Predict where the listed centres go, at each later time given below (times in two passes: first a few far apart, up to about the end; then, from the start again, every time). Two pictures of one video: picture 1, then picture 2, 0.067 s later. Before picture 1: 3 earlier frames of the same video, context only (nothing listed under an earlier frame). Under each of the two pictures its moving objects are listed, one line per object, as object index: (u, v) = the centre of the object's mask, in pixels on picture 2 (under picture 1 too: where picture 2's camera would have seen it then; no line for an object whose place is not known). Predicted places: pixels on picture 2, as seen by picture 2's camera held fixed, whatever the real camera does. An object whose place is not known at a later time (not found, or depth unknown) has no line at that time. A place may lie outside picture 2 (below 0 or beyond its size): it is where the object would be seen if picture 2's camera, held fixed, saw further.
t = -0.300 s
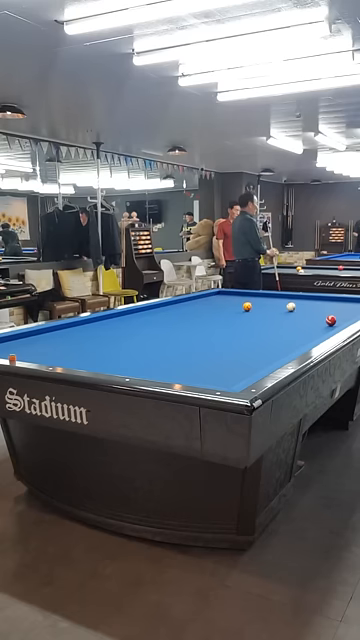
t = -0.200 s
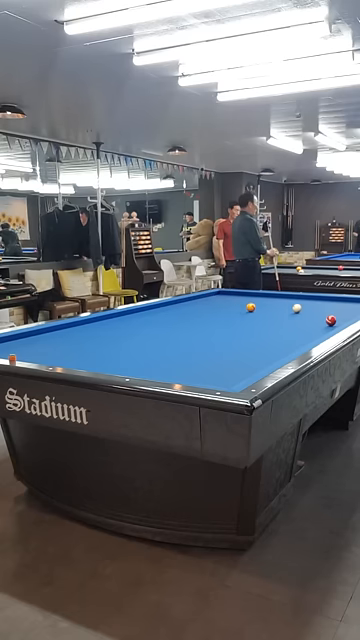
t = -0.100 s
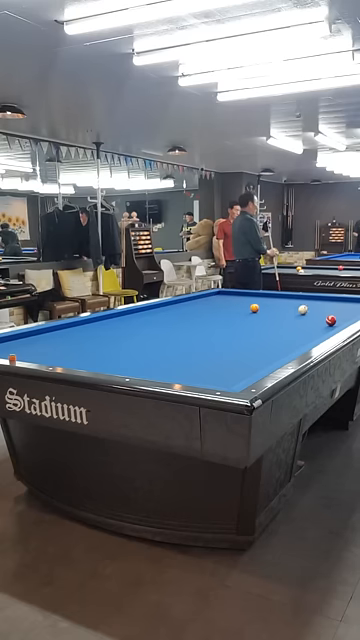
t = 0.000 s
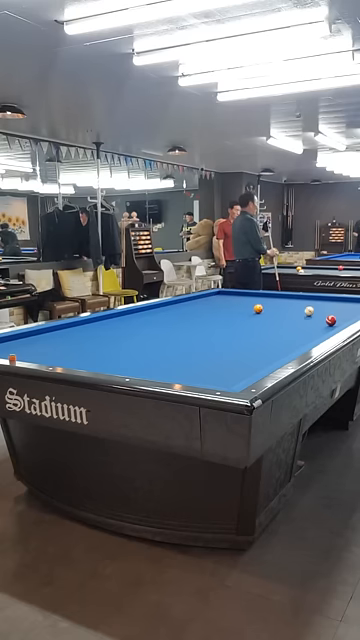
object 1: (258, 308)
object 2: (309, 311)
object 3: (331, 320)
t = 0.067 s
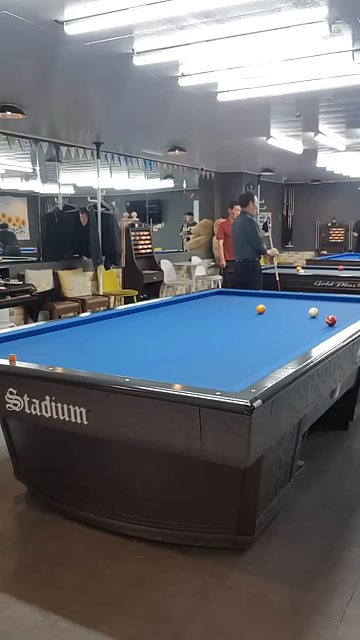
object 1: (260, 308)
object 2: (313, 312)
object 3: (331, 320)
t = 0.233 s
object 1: (266, 309)
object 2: (323, 314)
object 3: (330, 320)
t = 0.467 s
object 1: (275, 311)
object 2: (340, 318)
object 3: (331, 320)
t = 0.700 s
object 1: (284, 313)
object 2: (341, 320)
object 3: (323, 320)
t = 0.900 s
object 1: (292, 314)
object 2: (340, 322)
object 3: (310, 320)
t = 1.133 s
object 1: (301, 315)
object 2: (335, 324)
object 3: (294, 320)
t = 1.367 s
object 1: (310, 317)
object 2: (330, 326)
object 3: (280, 319)
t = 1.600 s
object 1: (318, 319)
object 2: (326, 328)
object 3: (266, 319)
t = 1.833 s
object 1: (327, 321)
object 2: (321, 330)
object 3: (253, 319)
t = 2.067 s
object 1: (336, 322)
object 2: (315, 332)
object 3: (240, 319)
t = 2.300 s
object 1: (335, 323)
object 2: (310, 334)
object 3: (228, 319)
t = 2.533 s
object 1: (328, 323)
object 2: (305, 336)
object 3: (216, 319)
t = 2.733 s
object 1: (323, 323)
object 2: (301, 338)
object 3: (207, 319)
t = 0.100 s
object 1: (261, 308)
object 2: (315, 312)
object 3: (331, 320)
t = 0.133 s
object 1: (263, 308)
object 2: (317, 313)
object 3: (331, 320)
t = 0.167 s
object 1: (264, 309)
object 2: (320, 313)
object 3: (331, 320)
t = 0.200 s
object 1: (265, 309)
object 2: (322, 314)
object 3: (331, 320)
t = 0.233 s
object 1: (266, 309)
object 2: (323, 314)
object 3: (330, 320)
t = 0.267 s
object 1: (268, 309)
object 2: (326, 314)
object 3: (331, 320)
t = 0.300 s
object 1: (269, 310)
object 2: (328, 313)
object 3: (331, 320)
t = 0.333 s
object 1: (270, 310)
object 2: (331, 314)
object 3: (331, 320)
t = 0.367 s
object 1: (271, 310)
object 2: (335, 315)
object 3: (331, 320)
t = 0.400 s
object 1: (273, 310)
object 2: (337, 316)
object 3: (330, 320)
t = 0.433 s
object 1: (274, 311)
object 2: (338, 318)
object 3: (330, 320)
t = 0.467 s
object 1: (275, 311)
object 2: (340, 318)
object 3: (331, 320)
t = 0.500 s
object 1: (276, 311)
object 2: (343, 319)
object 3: (331, 320)
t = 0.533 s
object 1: (278, 311)
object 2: (345, 319)
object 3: (331, 320)
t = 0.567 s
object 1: (279, 312)
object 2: (344, 319)
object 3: (331, 320)
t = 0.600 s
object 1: (280, 312)
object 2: (342, 320)
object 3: (331, 320)
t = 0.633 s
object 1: (282, 312)
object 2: (341, 320)
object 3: (327, 320)
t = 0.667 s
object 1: (283, 313)
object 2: (341, 320)
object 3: (325, 320)
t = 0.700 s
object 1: (284, 313)
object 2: (341, 320)
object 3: (323, 320)
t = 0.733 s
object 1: (285, 313)
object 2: (341, 320)
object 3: (320, 320)
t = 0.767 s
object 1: (287, 313)
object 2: (340, 321)
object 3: (318, 320)
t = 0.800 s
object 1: (288, 313)
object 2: (340, 321)
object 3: (316, 320)
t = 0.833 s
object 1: (289, 314)
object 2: (340, 321)
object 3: (314, 320)
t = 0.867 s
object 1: (290, 314)
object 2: (340, 321)
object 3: (312, 320)
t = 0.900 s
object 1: (292, 314)
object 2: (340, 322)
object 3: (310, 320)
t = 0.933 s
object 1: (293, 314)
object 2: (339, 322)
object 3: (307, 320)
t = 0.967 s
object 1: (294, 315)
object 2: (339, 322)
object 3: (305, 320)
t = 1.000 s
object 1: (295, 315)
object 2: (338, 322)
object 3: (303, 320)
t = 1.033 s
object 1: (296, 314)
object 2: (337, 323)
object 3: (301, 320)
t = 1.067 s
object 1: (298, 313)
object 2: (337, 323)
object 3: (299, 320)
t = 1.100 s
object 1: (300, 314)
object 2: (336, 324)
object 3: (297, 320)
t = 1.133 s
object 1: (301, 315)
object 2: (335, 324)
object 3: (294, 320)
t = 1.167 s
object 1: (302, 316)
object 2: (335, 324)
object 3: (292, 320)
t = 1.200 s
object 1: (303, 316)
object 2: (334, 324)
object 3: (291, 319)
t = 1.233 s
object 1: (304, 317)
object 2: (334, 324)
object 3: (289, 319)
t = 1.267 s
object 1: (306, 317)
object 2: (333, 325)
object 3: (287, 319)
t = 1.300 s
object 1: (307, 317)
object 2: (332, 325)
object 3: (284, 320)
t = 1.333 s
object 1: (308, 317)
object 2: (331, 325)
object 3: (282, 319)
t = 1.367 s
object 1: (310, 317)
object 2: (330, 326)
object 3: (280, 319)
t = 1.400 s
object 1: (311, 318)
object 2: (330, 326)
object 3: (278, 319)
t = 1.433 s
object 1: (312, 318)
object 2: (329, 326)
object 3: (276, 319)
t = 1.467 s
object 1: (313, 318)
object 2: (328, 327)
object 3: (274, 319)
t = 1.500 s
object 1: (315, 318)
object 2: (328, 327)
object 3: (272, 320)
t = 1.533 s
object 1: (316, 318)
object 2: (327, 327)
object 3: (270, 320)
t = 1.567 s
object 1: (317, 319)
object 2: (326, 328)
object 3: (269, 320)
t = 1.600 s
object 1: (318, 319)
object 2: (326, 328)
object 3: (266, 319)
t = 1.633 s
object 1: (320, 319)
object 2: (325, 328)
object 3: (264, 319)
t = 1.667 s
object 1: (321, 319)
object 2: (324, 329)
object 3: (263, 319)
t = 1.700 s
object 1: (322, 319)
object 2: (324, 329)
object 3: (261, 320)
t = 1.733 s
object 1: (324, 320)
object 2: (323, 329)
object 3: (259, 320)
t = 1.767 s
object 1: (325, 320)
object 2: (322, 330)
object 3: (257, 320)
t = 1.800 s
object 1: (326, 320)
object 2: (321, 330)
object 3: (255, 319)
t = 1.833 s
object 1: (327, 321)
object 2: (321, 330)
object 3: (253, 319)
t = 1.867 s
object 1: (329, 321)
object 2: (320, 330)
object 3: (251, 319)
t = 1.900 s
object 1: (330, 321)
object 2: (319, 331)
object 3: (249, 319)
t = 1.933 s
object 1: (331, 322)
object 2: (318, 331)
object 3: (248, 319)
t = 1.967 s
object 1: (333, 322)
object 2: (318, 331)
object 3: (246, 319)
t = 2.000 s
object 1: (334, 322)
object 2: (317, 332)
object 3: (244, 319)
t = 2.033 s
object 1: (335, 322)
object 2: (316, 332)
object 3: (242, 319)
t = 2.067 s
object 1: (336, 322)
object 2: (315, 332)
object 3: (240, 319)
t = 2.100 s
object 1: (337, 322)
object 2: (315, 332)
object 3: (238, 319)
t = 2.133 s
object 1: (338, 322)
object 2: (314, 333)
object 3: (237, 319)
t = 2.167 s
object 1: (339, 322)
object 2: (313, 333)
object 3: (235, 319)
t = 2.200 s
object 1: (338, 322)
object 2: (313, 334)
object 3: (233, 319)
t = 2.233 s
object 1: (337, 322)
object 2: (312, 334)
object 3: (231, 319)
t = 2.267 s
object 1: (336, 322)
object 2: (311, 334)
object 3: (230, 319)
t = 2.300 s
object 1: (335, 323)
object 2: (310, 334)
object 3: (228, 319)
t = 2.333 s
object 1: (334, 323)
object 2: (310, 335)
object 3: (226, 319)
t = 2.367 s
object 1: (333, 323)
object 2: (309, 335)
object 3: (225, 319)
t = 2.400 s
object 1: (332, 323)
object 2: (308, 335)
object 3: (223, 319)
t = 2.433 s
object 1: (331, 323)
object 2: (307, 336)
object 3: (221, 319)
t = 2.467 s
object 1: (330, 323)
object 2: (307, 336)
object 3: (220, 319)
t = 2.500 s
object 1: (330, 323)
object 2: (306, 336)
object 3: (218, 319)
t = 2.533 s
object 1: (328, 323)
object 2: (305, 336)
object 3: (216, 319)
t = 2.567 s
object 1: (328, 323)
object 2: (305, 336)
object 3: (215, 319)
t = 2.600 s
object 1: (327, 323)
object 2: (304, 336)
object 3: (213, 319)
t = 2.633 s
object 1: (326, 323)
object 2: (303, 337)
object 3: (211, 319)
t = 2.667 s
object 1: (325, 323)
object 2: (303, 337)
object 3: (210, 319)
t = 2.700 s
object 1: (324, 323)
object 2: (302, 337)
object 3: (208, 319)
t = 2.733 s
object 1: (323, 323)
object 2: (301, 338)
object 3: (207, 319)
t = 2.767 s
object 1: (322, 323)
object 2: (300, 338)
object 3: (205, 319)
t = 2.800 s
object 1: (321, 324)
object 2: (300, 338)
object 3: (204, 319)
